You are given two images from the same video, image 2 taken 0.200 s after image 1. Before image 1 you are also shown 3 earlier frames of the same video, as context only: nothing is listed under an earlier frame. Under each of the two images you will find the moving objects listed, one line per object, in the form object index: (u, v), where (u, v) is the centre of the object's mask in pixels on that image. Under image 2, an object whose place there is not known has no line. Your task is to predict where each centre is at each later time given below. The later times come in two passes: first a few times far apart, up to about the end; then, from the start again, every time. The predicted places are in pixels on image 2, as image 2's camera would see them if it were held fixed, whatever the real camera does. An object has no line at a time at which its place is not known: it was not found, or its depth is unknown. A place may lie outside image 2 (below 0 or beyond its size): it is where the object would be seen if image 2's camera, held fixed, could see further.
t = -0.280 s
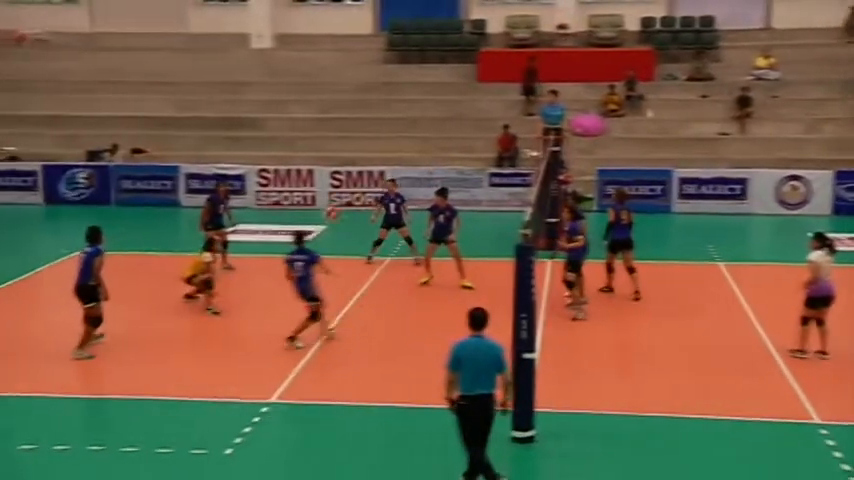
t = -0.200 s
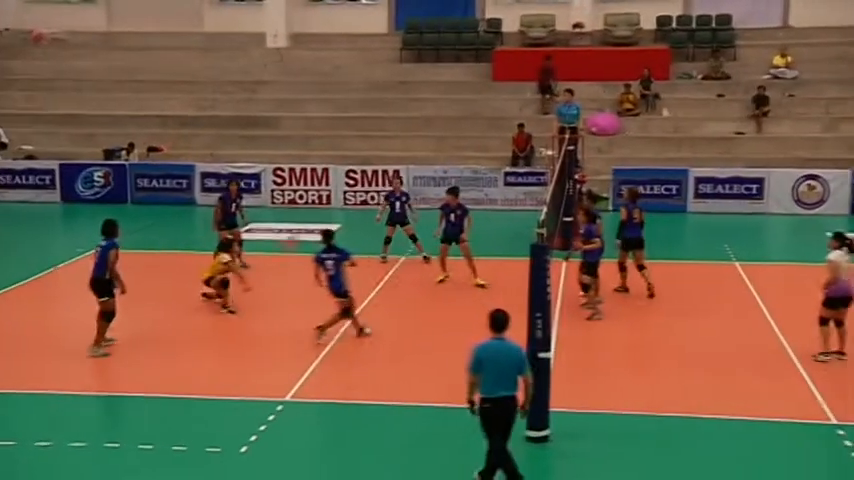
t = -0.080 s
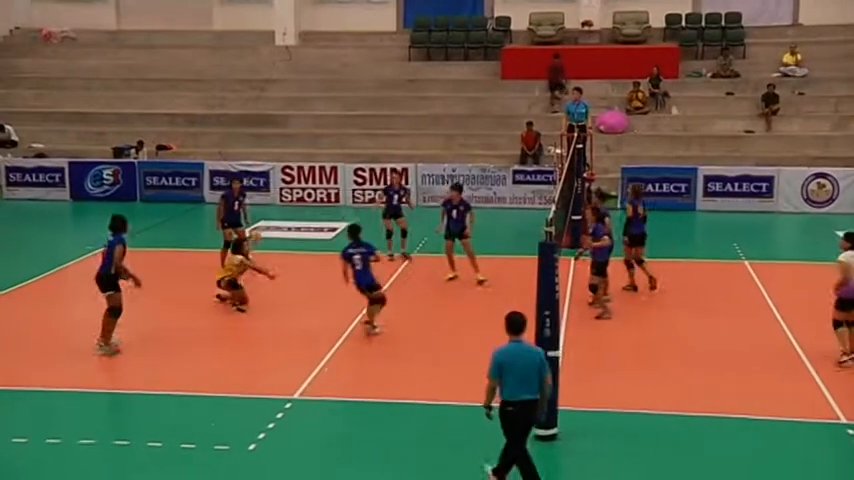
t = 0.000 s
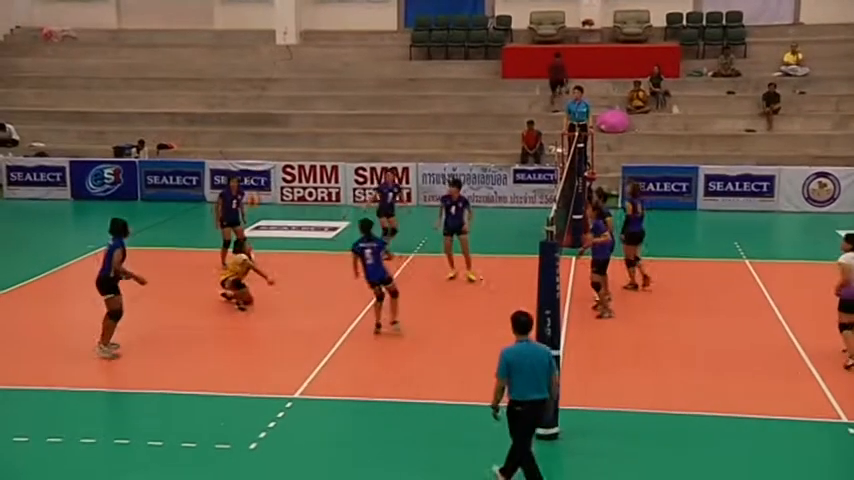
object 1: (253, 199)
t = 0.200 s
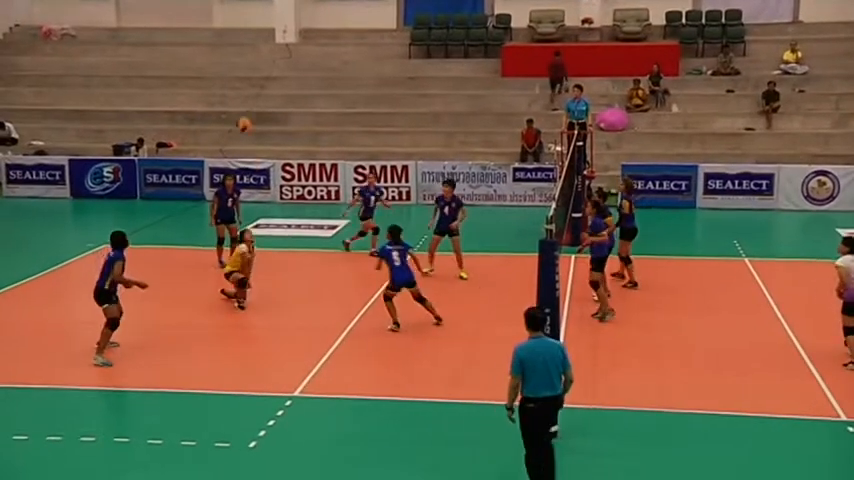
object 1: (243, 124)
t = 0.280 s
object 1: (239, 102)
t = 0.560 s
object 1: (225, 60)
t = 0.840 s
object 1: (212, 72)
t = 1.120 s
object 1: (202, 143)
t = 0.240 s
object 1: (240, 113)
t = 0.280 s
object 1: (239, 102)
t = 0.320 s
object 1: (236, 93)
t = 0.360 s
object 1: (234, 85)
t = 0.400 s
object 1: (232, 76)
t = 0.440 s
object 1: (231, 71)
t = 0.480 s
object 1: (228, 66)
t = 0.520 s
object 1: (226, 62)
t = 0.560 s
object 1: (225, 60)
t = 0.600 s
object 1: (222, 58)
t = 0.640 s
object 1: (220, 58)
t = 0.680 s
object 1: (220, 59)
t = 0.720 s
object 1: (218, 60)
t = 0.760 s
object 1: (215, 64)
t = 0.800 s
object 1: (213, 65)
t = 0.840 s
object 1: (212, 72)
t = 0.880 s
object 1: (210, 80)
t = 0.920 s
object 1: (208, 87)
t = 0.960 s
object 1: (207, 97)
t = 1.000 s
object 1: (205, 107)
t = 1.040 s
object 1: (205, 119)
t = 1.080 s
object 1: (202, 130)
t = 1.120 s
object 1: (202, 143)
